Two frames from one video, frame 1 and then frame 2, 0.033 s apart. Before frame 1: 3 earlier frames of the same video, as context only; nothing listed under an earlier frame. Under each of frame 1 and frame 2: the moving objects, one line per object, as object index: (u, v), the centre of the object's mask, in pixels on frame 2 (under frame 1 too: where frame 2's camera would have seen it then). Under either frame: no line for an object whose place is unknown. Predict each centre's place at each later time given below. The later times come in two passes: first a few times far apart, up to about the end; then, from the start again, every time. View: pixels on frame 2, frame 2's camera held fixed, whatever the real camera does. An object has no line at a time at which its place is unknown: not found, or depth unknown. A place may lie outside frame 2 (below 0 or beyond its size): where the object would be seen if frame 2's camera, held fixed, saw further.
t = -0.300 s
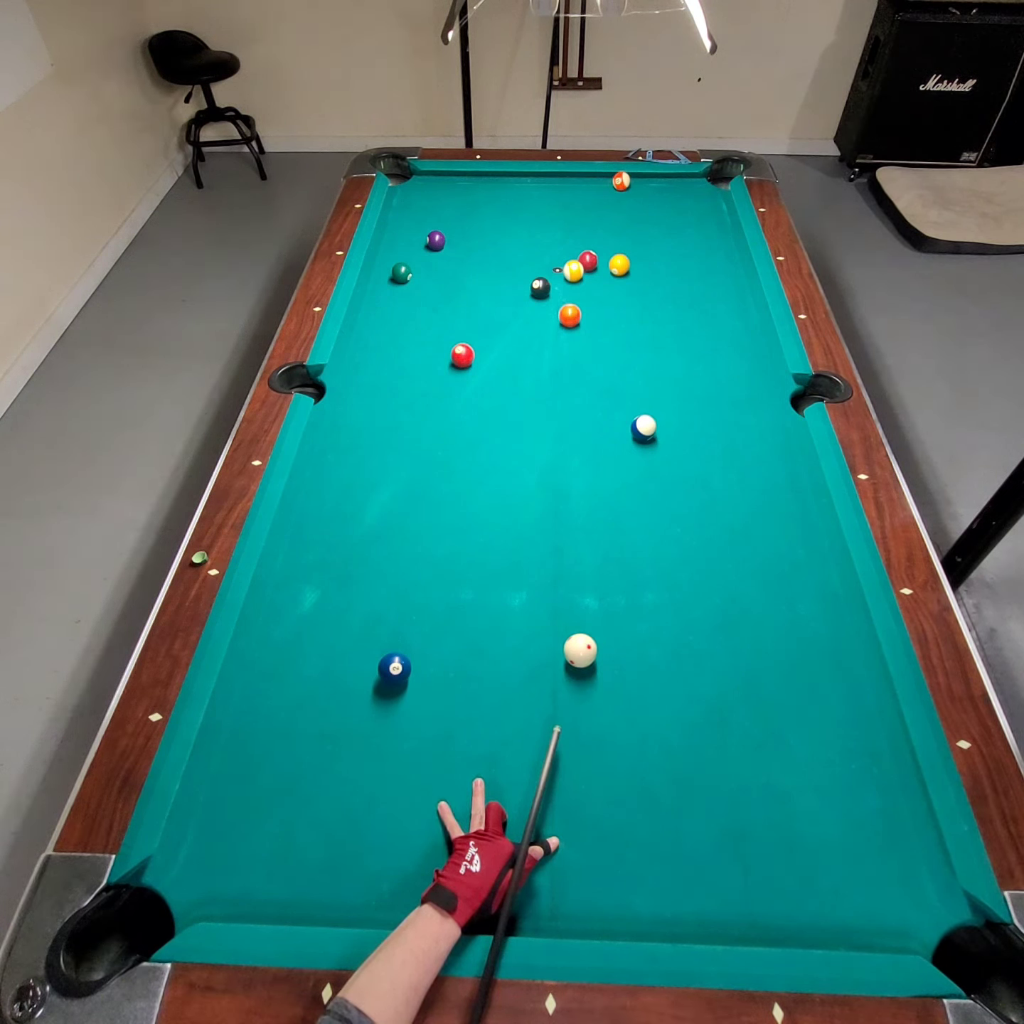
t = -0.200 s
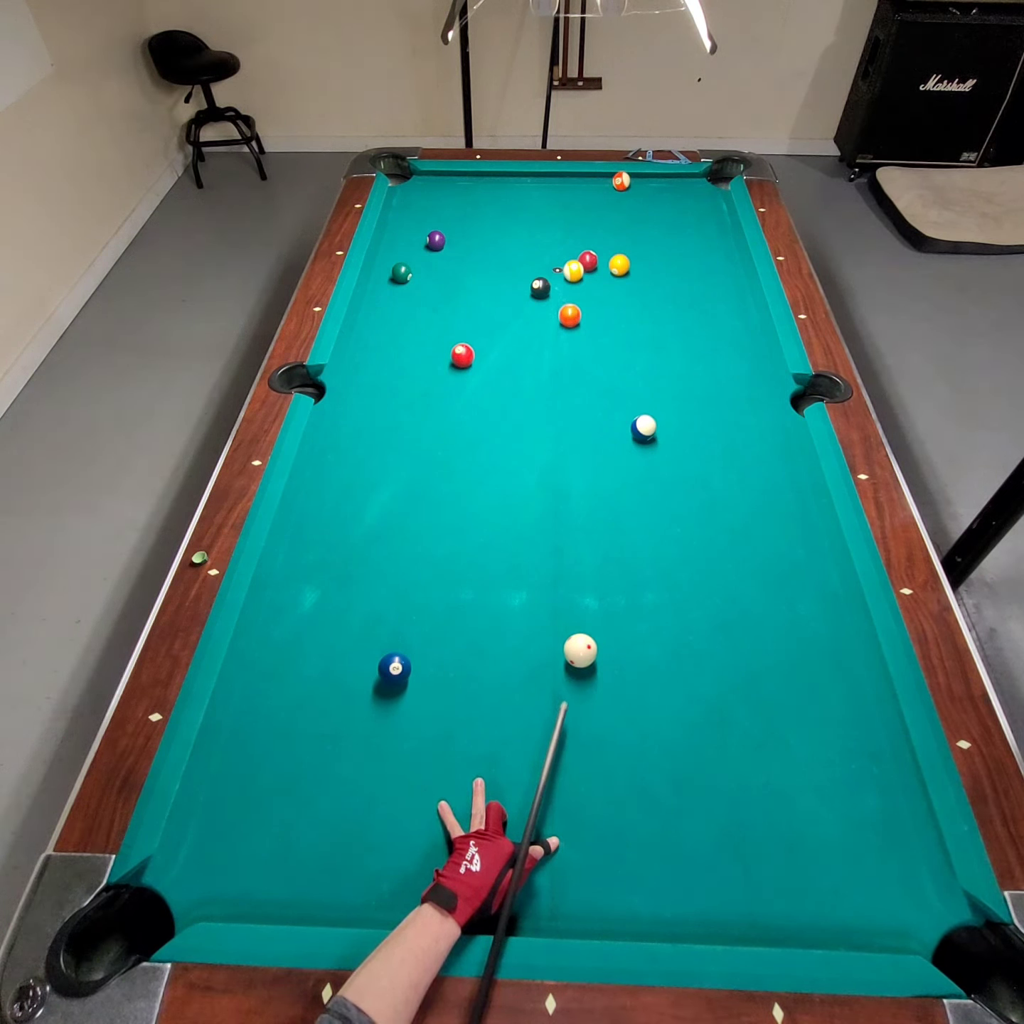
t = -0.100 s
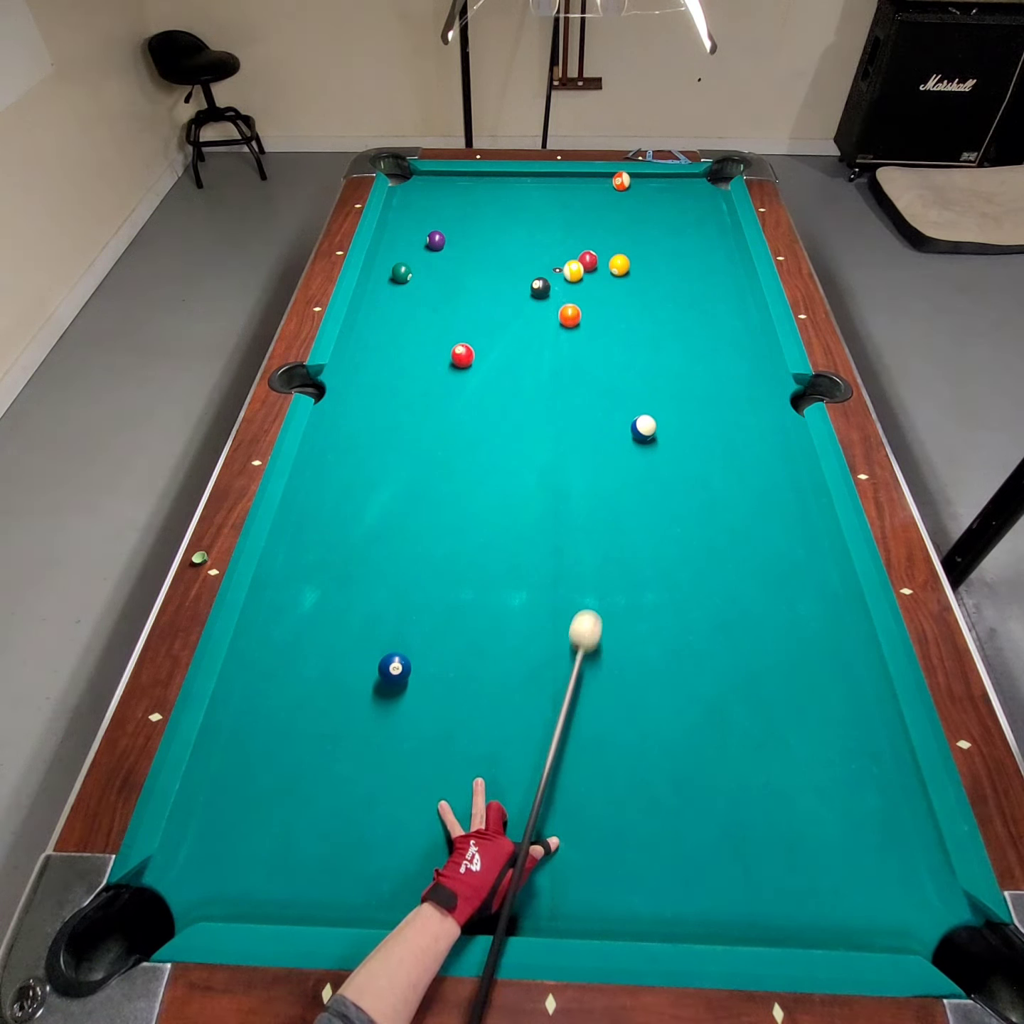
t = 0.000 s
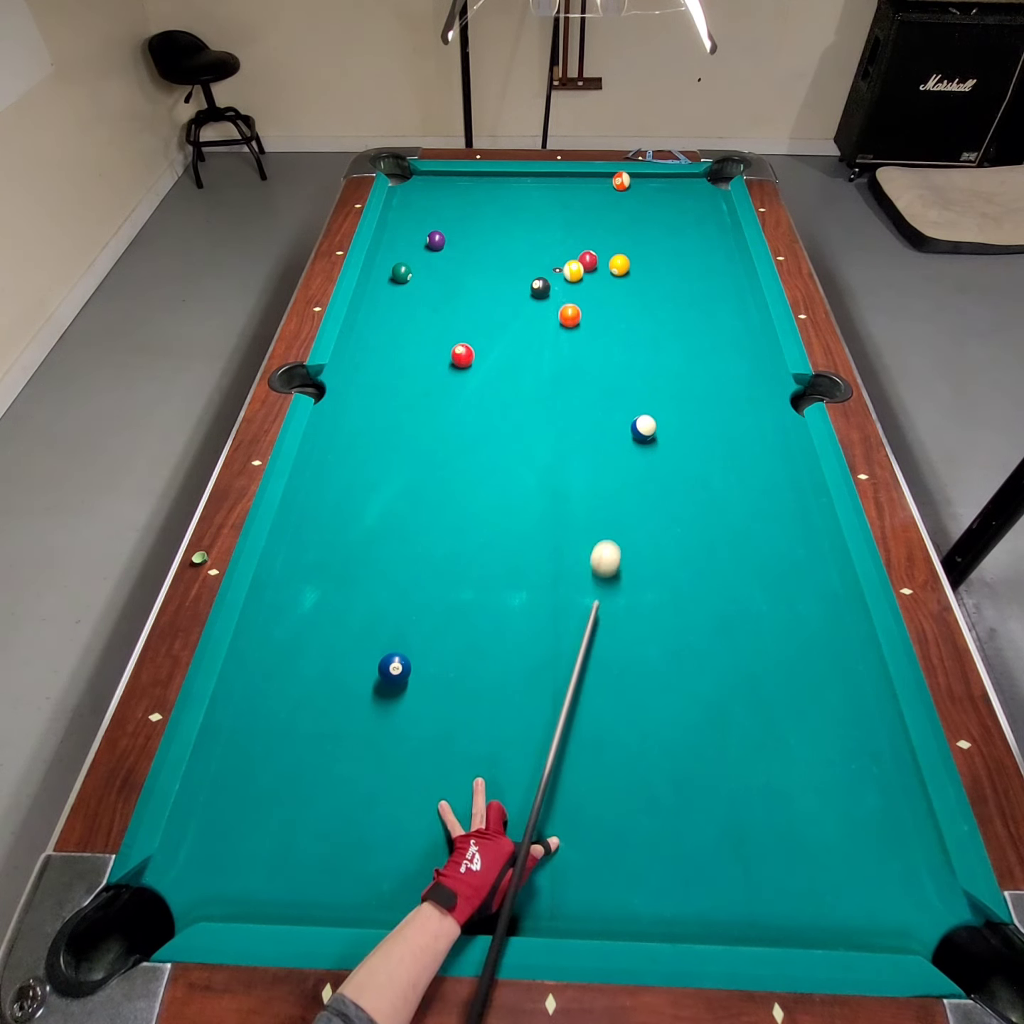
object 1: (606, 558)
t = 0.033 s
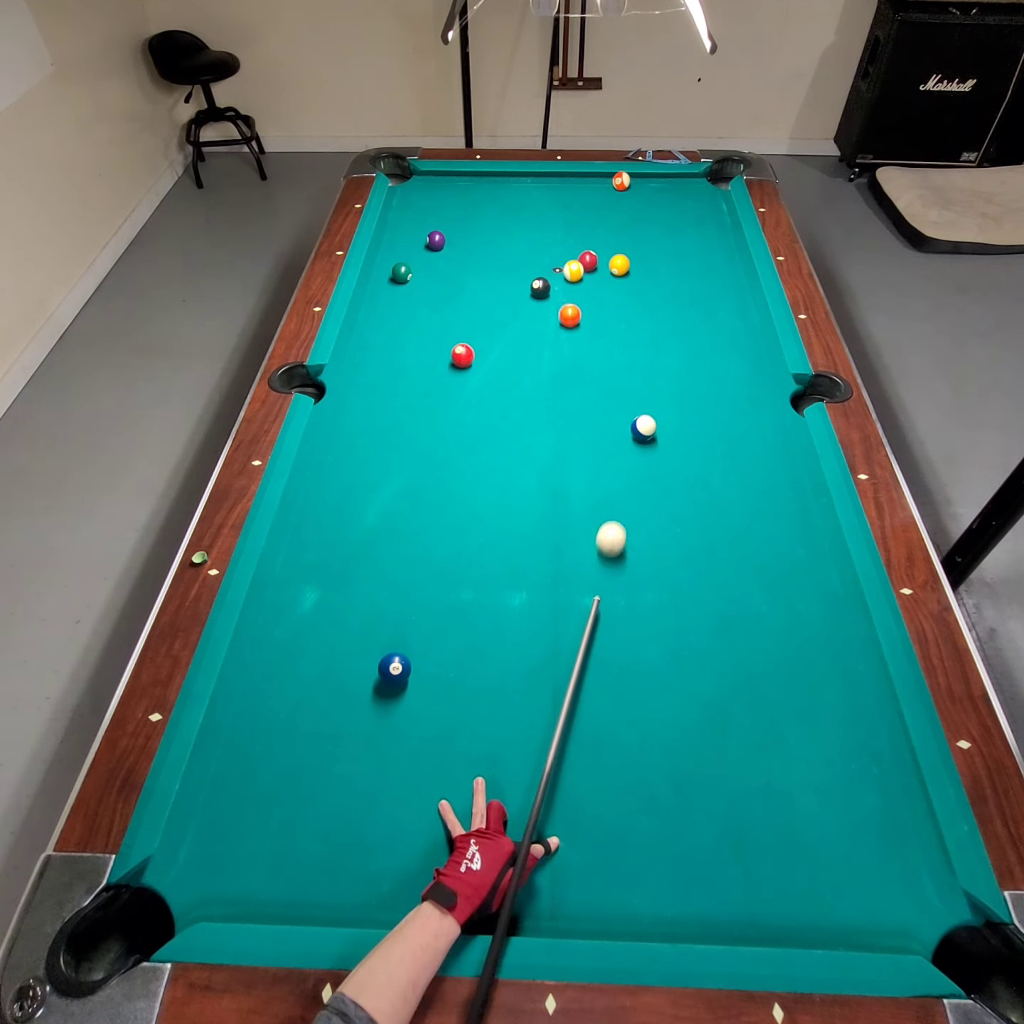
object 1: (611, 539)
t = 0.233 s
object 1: (636, 445)
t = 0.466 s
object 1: (635, 427)
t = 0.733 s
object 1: (636, 404)
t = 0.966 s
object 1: (638, 386)
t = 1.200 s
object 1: (639, 371)
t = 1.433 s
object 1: (640, 358)
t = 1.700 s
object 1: (641, 345)
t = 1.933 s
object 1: (641, 337)
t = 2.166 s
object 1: (642, 329)
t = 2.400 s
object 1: (641, 323)
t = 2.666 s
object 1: (640, 318)
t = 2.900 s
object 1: (639, 316)
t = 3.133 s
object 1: (638, 314)
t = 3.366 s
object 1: (637, 314)
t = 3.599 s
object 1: (638, 314)
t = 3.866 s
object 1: (638, 314)
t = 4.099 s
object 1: (638, 314)
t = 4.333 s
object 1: (638, 314)
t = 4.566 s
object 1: (638, 314)
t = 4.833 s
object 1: (638, 314)
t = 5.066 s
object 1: (638, 314)
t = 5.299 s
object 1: (638, 314)
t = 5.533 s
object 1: (638, 314)
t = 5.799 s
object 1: (638, 314)
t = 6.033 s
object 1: (638, 314)
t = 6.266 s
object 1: (638, 314)
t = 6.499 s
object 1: (638, 314)
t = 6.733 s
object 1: (638, 314)
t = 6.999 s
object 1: (638, 314)
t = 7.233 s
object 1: (638, 314)
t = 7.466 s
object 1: (638, 314)
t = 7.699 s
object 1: (638, 314)
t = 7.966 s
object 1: (638, 314)
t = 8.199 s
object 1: (638, 314)
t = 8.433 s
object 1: (638, 314)
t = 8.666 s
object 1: (638, 314)
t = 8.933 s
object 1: (638, 314)
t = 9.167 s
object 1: (638, 314)
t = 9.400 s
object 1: (638, 314)
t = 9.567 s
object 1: (638, 314)
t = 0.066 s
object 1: (616, 521)
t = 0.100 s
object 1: (620, 504)
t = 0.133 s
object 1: (625, 488)
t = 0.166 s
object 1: (629, 473)
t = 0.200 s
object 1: (633, 458)
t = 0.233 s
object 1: (636, 445)
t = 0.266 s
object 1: (636, 444)
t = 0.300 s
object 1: (635, 442)
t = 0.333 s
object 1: (635, 440)
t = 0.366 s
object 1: (635, 437)
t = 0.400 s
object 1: (635, 434)
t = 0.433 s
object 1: (635, 430)
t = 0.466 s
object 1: (635, 427)
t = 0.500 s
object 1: (635, 424)
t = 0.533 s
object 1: (636, 421)
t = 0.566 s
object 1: (636, 418)
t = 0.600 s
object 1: (636, 415)
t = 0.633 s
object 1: (636, 412)
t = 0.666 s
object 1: (636, 409)
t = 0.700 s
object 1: (636, 406)
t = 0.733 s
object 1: (636, 404)
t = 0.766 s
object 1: (637, 401)
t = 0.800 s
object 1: (637, 399)
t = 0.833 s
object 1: (637, 396)
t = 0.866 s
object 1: (637, 393)
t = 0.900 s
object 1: (637, 391)
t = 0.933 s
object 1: (638, 389)
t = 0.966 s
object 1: (638, 386)
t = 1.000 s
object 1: (638, 384)
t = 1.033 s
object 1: (638, 382)
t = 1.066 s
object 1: (638, 379)
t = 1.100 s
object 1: (638, 377)
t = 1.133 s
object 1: (638, 375)
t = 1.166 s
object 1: (638, 373)
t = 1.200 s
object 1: (639, 371)
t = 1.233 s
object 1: (639, 369)
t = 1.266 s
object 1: (639, 367)
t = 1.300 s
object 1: (639, 365)
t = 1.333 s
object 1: (639, 363)
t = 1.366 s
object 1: (639, 361)
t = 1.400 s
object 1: (639, 360)
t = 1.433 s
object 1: (640, 358)
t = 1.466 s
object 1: (640, 356)
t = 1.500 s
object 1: (640, 355)
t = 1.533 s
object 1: (640, 353)
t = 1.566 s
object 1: (640, 351)
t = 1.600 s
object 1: (640, 350)
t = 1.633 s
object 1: (640, 348)
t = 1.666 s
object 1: (640, 347)
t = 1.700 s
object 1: (641, 345)
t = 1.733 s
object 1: (641, 344)
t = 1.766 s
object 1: (641, 343)
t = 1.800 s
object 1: (641, 341)
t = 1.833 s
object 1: (641, 340)
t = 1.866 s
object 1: (641, 339)
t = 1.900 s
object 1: (641, 338)
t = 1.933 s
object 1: (641, 337)
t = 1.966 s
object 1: (642, 335)
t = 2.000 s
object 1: (642, 334)
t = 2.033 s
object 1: (642, 333)
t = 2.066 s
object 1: (642, 332)
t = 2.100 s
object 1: (642, 331)
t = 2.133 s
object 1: (642, 330)
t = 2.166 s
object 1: (642, 329)
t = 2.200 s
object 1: (642, 328)
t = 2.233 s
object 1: (642, 327)
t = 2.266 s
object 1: (642, 326)
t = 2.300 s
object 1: (641, 326)
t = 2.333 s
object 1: (641, 325)
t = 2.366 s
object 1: (641, 324)
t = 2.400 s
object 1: (641, 323)
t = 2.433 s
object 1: (641, 322)
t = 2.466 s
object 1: (641, 322)
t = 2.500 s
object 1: (640, 321)
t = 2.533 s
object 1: (640, 321)
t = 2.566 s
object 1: (640, 320)
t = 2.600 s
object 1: (640, 319)
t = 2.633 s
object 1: (640, 319)
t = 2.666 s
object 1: (640, 318)
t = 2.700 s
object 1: (639, 318)
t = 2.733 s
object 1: (639, 317)
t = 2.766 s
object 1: (639, 317)
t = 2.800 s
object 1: (639, 317)
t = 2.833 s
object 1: (639, 316)
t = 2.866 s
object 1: (639, 316)
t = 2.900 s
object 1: (639, 316)
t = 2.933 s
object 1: (639, 315)
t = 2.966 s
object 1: (639, 315)
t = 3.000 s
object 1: (638, 315)
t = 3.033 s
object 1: (638, 315)
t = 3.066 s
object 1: (638, 314)
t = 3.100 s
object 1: (638, 314)
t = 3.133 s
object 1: (638, 314)
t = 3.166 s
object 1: (638, 314)
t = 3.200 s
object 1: (638, 314)
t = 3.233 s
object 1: (638, 314)
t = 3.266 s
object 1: (637, 314)
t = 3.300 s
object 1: (637, 314)
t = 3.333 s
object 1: (637, 314)
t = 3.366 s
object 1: (637, 314)
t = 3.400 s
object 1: (637, 314)
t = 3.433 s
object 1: (638, 314)
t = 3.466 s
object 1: (638, 314)
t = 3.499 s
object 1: (638, 314)
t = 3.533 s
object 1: (638, 314)
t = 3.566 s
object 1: (638, 314)
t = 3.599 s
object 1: (638, 314)
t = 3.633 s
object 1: (638, 314)
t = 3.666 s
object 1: (638, 314)
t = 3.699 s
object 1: (638, 314)
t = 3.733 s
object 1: (638, 314)
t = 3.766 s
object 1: (638, 314)
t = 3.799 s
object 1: (638, 314)
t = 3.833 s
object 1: (638, 314)
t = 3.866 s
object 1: (638, 314)
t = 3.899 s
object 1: (638, 314)
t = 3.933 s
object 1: (638, 314)
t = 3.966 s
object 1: (638, 314)
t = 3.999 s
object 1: (638, 314)
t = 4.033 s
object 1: (638, 314)
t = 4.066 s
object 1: (638, 314)
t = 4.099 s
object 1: (638, 314)
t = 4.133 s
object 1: (638, 314)
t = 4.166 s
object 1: (638, 314)
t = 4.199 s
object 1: (638, 314)
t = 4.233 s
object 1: (638, 314)
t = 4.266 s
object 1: (638, 314)
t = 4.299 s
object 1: (638, 314)
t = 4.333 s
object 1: (638, 314)
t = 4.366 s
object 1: (638, 314)
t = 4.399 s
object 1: (638, 314)
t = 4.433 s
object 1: (638, 314)
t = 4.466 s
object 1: (638, 314)
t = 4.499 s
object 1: (638, 314)
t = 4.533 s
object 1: (638, 314)
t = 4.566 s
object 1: (638, 314)
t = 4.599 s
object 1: (638, 314)
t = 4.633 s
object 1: (638, 314)
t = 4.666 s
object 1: (638, 314)
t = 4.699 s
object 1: (638, 314)
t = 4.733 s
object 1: (638, 314)
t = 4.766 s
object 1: (638, 314)
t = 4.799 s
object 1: (638, 314)
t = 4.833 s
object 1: (638, 314)
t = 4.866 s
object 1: (638, 314)
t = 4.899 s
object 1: (638, 314)
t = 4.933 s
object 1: (638, 314)
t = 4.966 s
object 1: (638, 314)
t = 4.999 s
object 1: (638, 314)
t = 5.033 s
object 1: (638, 314)
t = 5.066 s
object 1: (638, 314)
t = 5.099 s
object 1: (638, 314)
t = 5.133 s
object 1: (638, 314)
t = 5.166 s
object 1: (638, 314)
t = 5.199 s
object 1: (638, 314)
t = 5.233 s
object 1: (638, 314)
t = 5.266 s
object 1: (638, 314)
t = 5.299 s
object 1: (638, 314)
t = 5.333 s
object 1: (638, 314)
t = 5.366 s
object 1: (638, 314)
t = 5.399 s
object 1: (638, 314)
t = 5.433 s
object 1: (638, 314)
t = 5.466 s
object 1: (638, 314)
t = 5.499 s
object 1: (638, 314)
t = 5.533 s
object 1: (638, 314)
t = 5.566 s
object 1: (638, 314)
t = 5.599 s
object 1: (638, 314)
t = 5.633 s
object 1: (638, 314)
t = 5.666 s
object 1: (638, 314)
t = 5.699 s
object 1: (638, 314)
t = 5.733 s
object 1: (638, 314)
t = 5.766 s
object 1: (638, 314)
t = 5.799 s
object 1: (638, 314)
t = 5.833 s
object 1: (638, 314)
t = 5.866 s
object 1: (638, 314)
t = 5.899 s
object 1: (638, 314)
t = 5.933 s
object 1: (638, 314)
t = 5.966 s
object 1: (638, 314)
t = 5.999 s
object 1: (638, 314)
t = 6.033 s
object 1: (638, 314)
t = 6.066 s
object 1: (638, 314)
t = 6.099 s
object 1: (638, 314)
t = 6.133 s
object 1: (638, 314)
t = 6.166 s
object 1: (638, 314)
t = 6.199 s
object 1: (638, 314)
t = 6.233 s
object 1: (638, 314)
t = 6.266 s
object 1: (638, 314)
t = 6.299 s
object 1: (638, 314)
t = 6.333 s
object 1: (638, 314)
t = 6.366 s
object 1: (638, 314)
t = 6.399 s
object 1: (638, 314)
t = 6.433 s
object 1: (638, 314)
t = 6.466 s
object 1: (638, 314)
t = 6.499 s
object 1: (638, 314)
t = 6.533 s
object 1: (638, 314)
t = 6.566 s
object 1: (638, 314)
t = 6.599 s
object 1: (638, 314)
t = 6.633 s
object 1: (638, 314)
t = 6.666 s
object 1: (638, 314)
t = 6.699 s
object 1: (638, 314)
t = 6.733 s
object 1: (638, 314)
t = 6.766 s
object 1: (638, 314)
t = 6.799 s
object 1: (638, 314)
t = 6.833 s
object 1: (638, 314)
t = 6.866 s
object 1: (638, 314)
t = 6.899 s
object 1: (638, 314)
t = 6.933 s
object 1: (638, 314)
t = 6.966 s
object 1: (638, 314)
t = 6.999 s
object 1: (638, 314)
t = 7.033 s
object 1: (638, 314)
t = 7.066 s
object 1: (638, 314)
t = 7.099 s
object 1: (638, 314)
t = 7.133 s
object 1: (638, 314)
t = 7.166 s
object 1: (638, 314)
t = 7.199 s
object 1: (638, 314)
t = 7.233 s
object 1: (638, 314)
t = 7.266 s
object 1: (638, 314)
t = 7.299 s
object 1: (638, 314)
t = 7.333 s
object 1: (638, 314)
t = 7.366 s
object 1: (638, 314)
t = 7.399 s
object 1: (638, 314)
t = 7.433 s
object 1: (638, 314)
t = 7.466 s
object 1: (638, 314)
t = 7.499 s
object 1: (638, 314)
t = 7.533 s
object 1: (638, 314)
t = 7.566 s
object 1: (638, 314)
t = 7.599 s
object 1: (638, 314)
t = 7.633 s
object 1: (638, 314)
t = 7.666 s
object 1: (638, 314)
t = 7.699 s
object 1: (638, 314)
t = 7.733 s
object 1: (638, 314)
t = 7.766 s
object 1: (638, 314)
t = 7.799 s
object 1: (638, 314)
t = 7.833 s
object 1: (638, 314)
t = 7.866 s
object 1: (638, 314)
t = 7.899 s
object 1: (638, 314)
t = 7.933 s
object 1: (638, 314)
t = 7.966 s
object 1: (638, 314)
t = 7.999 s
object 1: (638, 314)
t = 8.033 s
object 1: (638, 314)
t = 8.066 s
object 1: (638, 314)
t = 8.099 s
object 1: (638, 314)
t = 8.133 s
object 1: (638, 314)
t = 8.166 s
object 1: (638, 314)
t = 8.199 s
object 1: (638, 314)
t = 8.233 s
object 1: (638, 314)
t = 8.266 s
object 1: (638, 314)
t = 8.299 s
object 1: (638, 314)
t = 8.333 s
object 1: (638, 314)
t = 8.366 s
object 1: (638, 314)
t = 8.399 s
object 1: (638, 314)
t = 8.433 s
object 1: (638, 314)
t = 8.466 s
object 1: (638, 314)
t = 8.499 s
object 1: (638, 314)
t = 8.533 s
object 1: (638, 314)
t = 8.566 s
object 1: (638, 314)
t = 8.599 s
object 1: (638, 314)
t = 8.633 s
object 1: (638, 314)
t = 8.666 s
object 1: (638, 314)
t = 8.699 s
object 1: (638, 314)
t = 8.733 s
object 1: (638, 314)
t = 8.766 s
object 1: (638, 314)
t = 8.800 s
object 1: (638, 314)
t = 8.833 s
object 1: (638, 314)
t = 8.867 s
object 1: (638, 314)
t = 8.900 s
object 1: (638, 314)
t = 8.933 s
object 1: (638, 314)
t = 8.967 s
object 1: (638, 314)
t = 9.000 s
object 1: (638, 314)
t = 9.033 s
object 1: (638, 314)
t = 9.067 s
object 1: (638, 314)
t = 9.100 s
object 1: (638, 314)
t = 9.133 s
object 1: (638, 314)
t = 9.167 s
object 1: (638, 314)
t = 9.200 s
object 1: (638, 314)
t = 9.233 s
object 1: (638, 314)
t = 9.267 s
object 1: (638, 314)
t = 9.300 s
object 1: (638, 314)
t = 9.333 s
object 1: (638, 314)
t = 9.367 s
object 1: (638, 314)
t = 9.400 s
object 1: (638, 314)
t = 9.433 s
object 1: (638, 314)
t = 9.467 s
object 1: (638, 314)
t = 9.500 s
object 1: (638, 314)
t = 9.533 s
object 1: (638, 314)
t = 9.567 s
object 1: (638, 314)
